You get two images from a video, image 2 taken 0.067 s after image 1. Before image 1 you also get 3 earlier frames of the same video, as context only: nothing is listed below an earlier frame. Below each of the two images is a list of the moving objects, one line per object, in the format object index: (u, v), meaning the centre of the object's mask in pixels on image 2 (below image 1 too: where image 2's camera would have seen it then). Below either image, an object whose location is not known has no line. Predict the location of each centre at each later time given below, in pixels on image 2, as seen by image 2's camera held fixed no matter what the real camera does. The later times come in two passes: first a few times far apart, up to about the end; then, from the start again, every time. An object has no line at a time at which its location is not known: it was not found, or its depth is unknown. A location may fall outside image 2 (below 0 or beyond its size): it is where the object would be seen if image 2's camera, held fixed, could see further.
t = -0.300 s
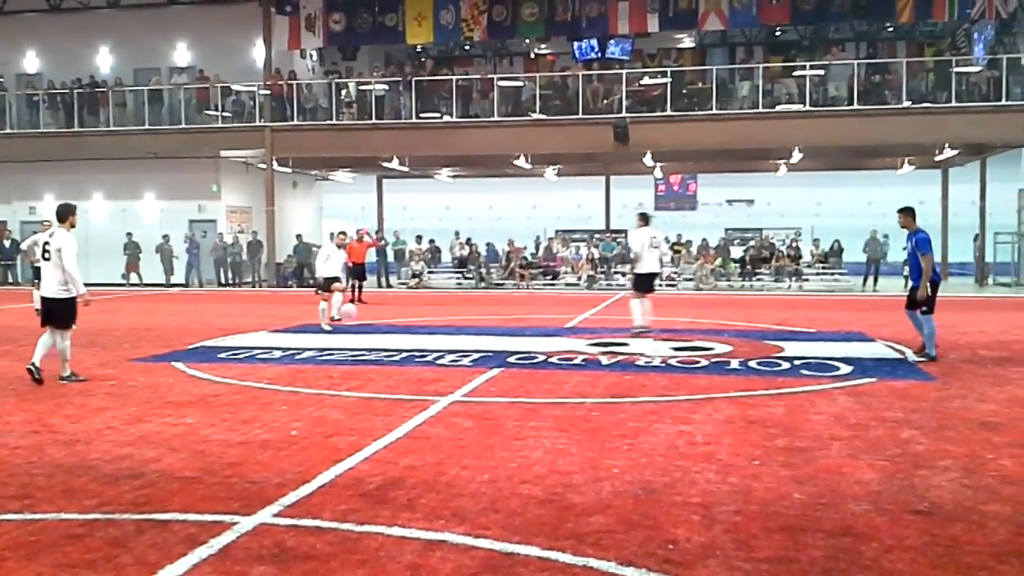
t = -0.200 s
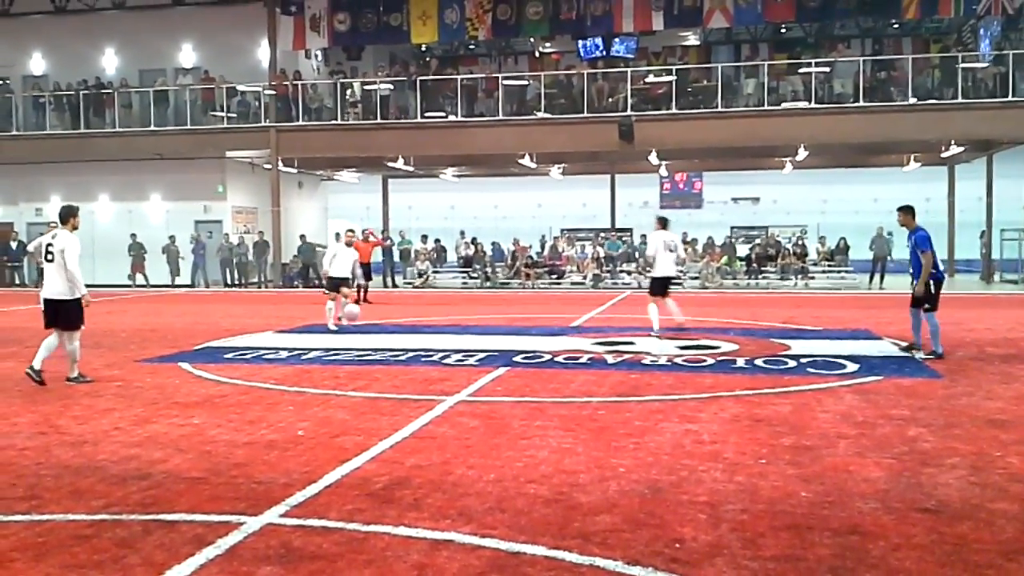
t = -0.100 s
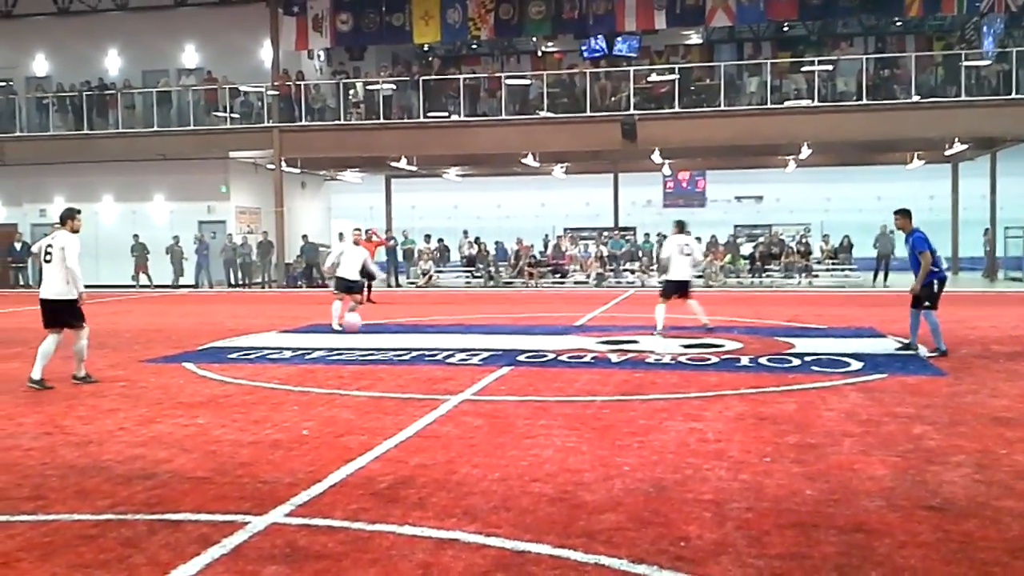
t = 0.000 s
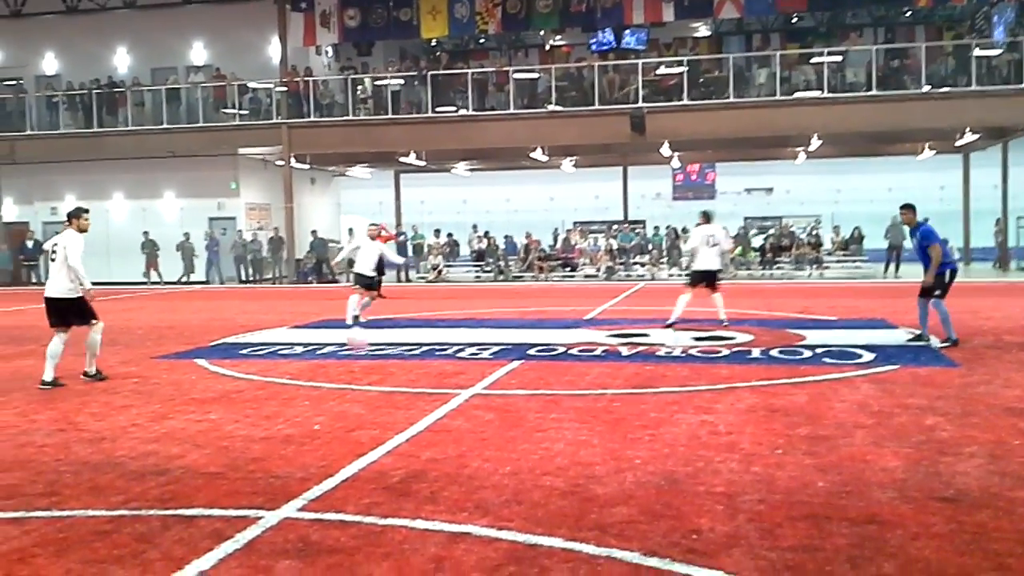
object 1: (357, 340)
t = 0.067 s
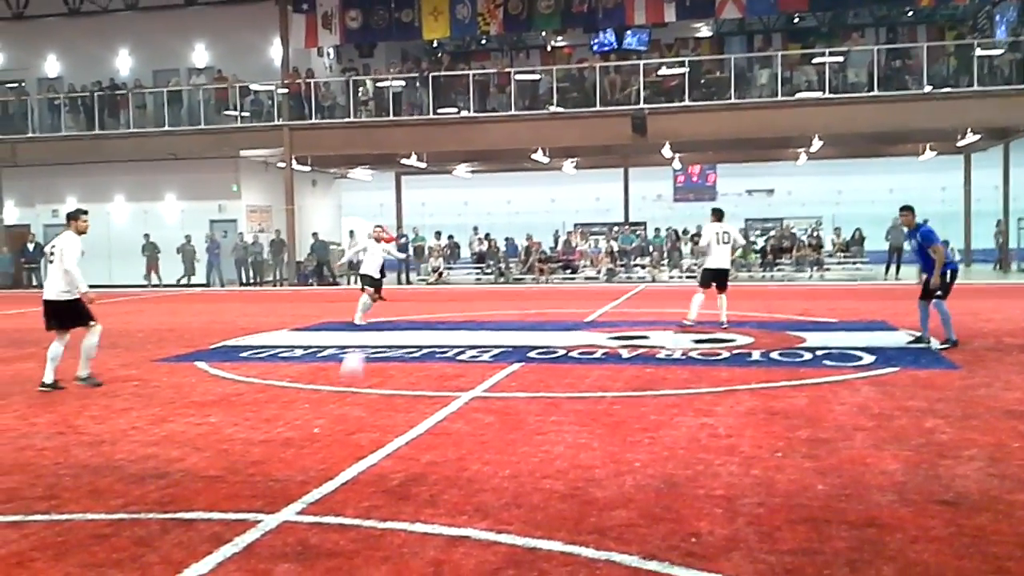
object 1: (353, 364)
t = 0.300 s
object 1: (324, 391)
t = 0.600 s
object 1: (248, 516)
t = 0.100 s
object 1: (350, 378)
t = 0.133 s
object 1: (347, 388)
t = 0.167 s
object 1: (343, 386)
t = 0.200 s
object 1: (339, 385)
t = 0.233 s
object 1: (335, 386)
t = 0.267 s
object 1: (330, 388)
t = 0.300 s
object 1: (324, 391)
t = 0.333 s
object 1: (319, 396)
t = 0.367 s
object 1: (313, 406)
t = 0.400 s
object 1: (306, 418)
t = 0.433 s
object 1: (297, 433)
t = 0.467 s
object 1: (289, 453)
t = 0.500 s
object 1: (279, 476)
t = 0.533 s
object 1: (269, 500)
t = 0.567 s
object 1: (256, 518)
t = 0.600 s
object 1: (248, 516)
